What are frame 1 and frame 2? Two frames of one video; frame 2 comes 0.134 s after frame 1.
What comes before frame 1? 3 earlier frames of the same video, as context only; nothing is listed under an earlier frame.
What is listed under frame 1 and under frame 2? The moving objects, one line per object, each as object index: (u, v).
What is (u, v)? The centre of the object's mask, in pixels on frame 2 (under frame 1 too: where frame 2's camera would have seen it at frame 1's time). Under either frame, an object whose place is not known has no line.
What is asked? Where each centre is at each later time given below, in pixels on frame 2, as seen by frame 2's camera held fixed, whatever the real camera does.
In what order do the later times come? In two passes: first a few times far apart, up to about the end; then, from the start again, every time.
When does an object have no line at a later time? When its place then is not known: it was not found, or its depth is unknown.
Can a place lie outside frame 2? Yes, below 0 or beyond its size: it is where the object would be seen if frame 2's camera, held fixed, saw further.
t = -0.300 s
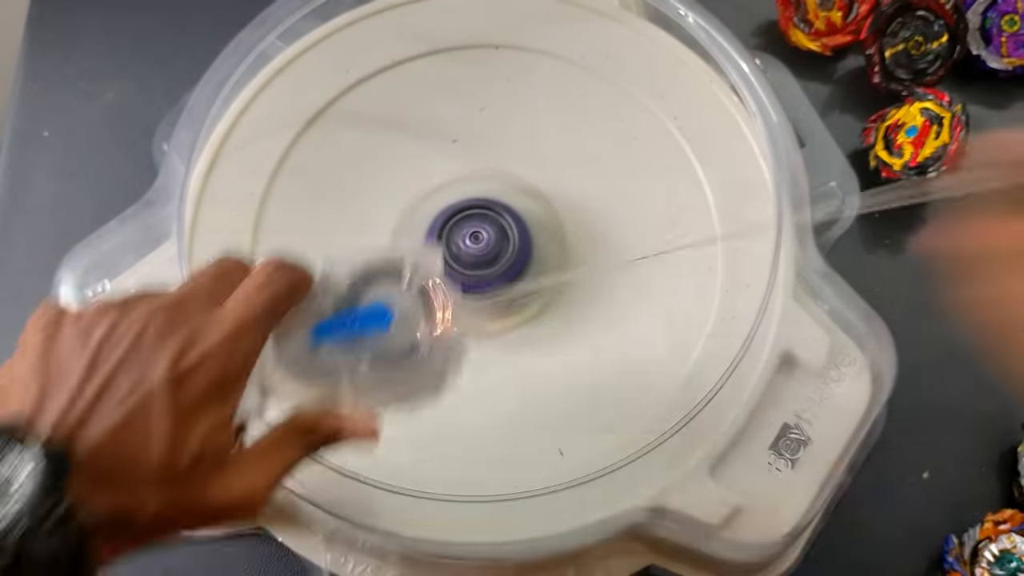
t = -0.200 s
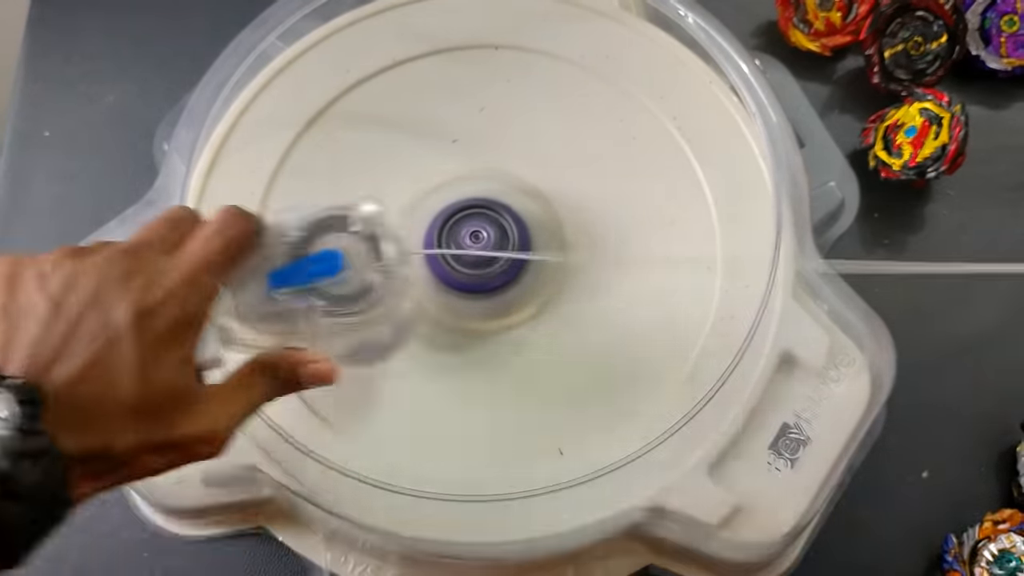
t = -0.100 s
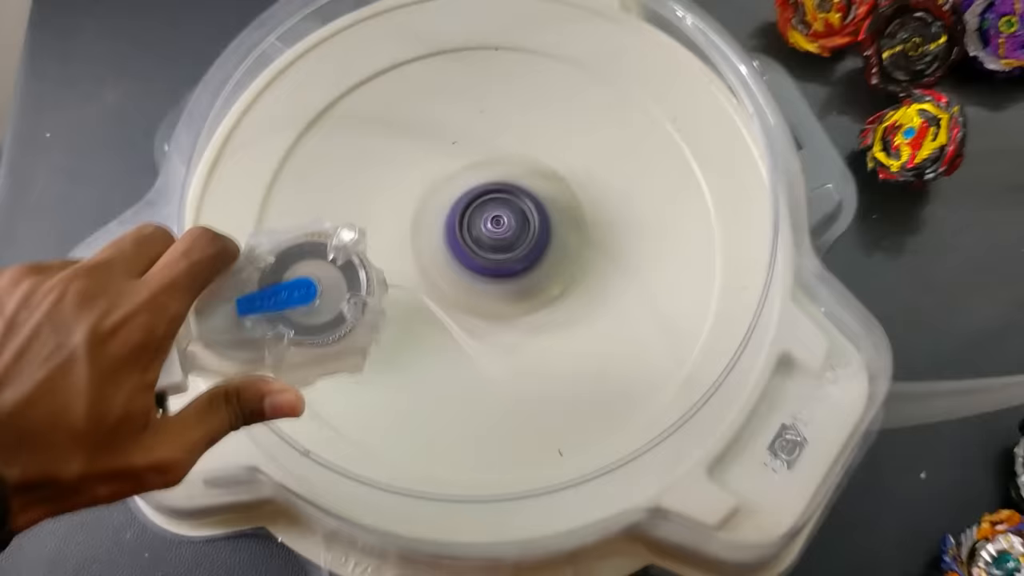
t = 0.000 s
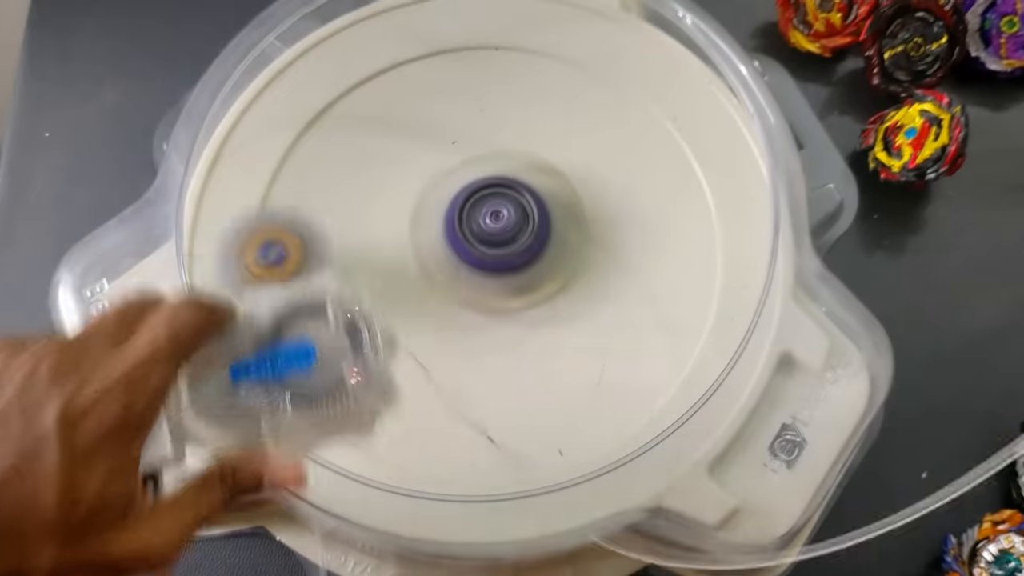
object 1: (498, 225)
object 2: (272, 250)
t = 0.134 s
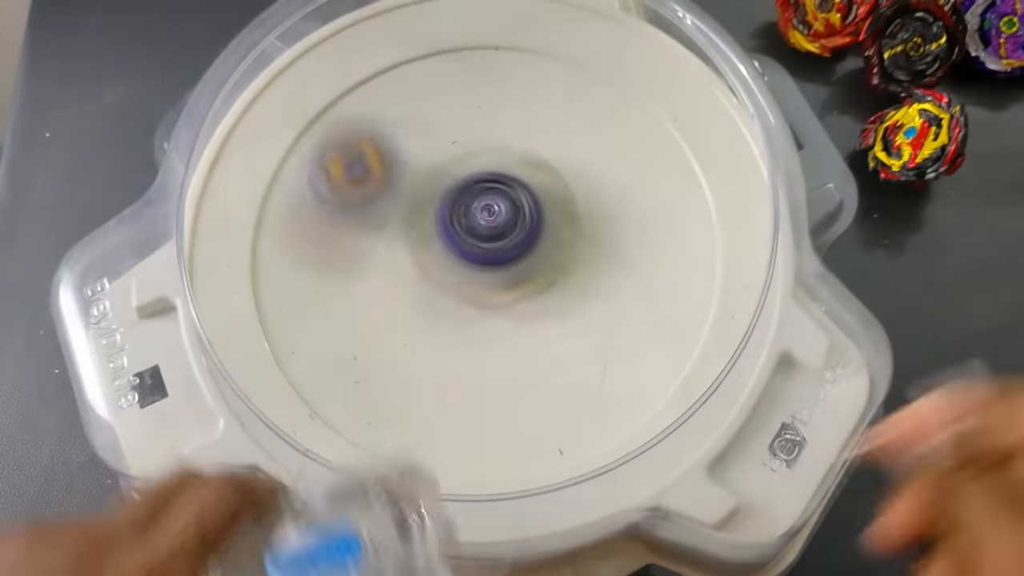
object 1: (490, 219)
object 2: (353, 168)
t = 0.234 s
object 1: (532, 231)
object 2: (322, 77)
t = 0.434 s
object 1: (532, 220)
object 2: (431, 39)
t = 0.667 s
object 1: (533, 240)
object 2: (524, 102)
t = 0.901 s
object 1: (540, 266)
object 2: (508, 120)
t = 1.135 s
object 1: (548, 252)
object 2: (465, 92)
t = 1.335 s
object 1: (537, 236)
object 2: (478, 100)
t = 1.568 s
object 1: (534, 251)
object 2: (427, 92)
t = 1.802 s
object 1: (521, 243)
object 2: (413, 154)
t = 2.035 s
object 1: (512, 248)
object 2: (355, 187)
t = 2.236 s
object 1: (500, 250)
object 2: (359, 215)
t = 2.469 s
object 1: (498, 256)
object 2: (347, 242)
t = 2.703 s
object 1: (526, 252)
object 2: (306, 239)
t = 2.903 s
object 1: (523, 244)
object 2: (373, 261)
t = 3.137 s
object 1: (510, 233)
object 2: (382, 333)
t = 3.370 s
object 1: (493, 224)
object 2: (379, 339)
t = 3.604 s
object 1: (474, 223)
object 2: (378, 330)
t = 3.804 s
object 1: (471, 219)
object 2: (359, 346)
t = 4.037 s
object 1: (476, 216)
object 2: (366, 339)
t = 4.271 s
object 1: (499, 184)
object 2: (333, 413)
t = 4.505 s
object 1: (480, 186)
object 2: (348, 449)
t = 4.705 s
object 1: (467, 199)
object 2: (385, 463)
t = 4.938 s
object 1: (466, 219)
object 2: (467, 378)
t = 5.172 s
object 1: (471, 169)
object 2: (538, 450)
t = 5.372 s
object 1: (461, 195)
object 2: (550, 369)
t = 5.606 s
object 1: (377, 76)
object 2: (809, 416)
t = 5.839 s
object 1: (487, 235)
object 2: (618, 262)
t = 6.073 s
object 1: (391, 194)
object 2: (734, 336)
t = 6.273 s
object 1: (401, 230)
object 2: (635, 298)
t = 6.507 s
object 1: (462, 179)
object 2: (652, 359)
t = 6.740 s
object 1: (474, 123)
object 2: (594, 362)
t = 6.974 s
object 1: (475, 128)
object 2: (485, 320)
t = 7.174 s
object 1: (487, 161)
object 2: (417, 278)
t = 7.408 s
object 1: (560, 226)
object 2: (407, 286)
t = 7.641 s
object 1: (600, 239)
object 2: (455, 254)
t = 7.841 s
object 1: (595, 245)
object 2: (448, 181)
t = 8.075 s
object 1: (540, 282)
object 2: (440, 155)
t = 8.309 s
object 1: (488, 330)
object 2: (461, 191)
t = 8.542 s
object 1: (472, 337)
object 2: (490, 202)
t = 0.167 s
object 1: (508, 223)
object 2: (325, 129)
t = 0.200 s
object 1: (523, 228)
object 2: (312, 93)
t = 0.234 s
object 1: (532, 231)
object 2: (322, 77)
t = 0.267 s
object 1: (538, 232)
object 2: (338, 68)
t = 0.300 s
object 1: (540, 232)
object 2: (352, 53)
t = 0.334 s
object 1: (539, 230)
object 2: (369, 44)
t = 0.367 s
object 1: (538, 227)
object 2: (387, 40)
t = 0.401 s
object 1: (535, 223)
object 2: (408, 37)
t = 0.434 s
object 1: (532, 220)
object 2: (431, 39)
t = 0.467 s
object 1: (528, 217)
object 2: (457, 47)
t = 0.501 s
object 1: (523, 213)
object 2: (485, 64)
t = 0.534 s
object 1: (518, 211)
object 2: (516, 87)
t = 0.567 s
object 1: (523, 220)
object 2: (520, 84)
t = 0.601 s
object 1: (528, 229)
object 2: (521, 85)
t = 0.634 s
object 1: (531, 235)
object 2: (523, 95)
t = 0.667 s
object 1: (533, 240)
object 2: (524, 102)
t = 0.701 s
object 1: (535, 253)
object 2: (523, 95)
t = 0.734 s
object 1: (536, 260)
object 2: (523, 96)
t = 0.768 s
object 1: (536, 264)
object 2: (524, 103)
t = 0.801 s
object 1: (536, 264)
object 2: (524, 116)
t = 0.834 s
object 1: (537, 263)
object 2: (523, 129)
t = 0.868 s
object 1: (539, 267)
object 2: (512, 120)
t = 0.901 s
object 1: (540, 266)
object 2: (508, 120)
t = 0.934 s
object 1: (542, 263)
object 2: (506, 121)
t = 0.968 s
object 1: (543, 259)
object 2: (502, 124)
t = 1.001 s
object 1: (544, 254)
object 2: (498, 128)
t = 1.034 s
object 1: (546, 255)
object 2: (485, 117)
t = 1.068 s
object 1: (548, 256)
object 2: (474, 105)
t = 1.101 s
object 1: (548, 255)
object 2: (467, 97)
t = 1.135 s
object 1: (548, 252)
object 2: (465, 92)
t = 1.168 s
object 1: (547, 249)
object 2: (465, 88)
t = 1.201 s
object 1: (546, 247)
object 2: (466, 87)
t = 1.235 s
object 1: (544, 244)
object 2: (469, 87)
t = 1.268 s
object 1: (542, 241)
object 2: (472, 87)
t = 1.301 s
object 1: (539, 238)
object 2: (476, 91)
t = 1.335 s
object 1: (537, 236)
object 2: (478, 100)
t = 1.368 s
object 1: (534, 234)
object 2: (478, 110)
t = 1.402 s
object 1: (535, 240)
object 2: (465, 103)
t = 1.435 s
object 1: (536, 246)
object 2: (452, 97)
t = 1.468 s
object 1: (536, 250)
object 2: (440, 92)
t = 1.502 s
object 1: (536, 251)
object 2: (434, 90)
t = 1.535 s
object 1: (535, 251)
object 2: (430, 91)
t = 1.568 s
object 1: (534, 251)
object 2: (427, 92)
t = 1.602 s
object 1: (532, 250)
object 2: (426, 94)
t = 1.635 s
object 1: (530, 249)
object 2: (426, 99)
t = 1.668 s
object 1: (528, 248)
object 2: (424, 107)
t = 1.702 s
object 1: (526, 246)
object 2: (424, 117)
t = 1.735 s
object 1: (524, 245)
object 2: (423, 128)
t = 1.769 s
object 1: (522, 244)
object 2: (419, 141)
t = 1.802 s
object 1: (521, 243)
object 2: (413, 154)
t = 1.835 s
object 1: (522, 244)
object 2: (399, 159)
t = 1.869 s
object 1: (521, 246)
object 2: (386, 164)
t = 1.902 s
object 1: (520, 246)
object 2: (376, 170)
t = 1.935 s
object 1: (519, 248)
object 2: (368, 174)
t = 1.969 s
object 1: (516, 249)
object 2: (361, 178)
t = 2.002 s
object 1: (514, 248)
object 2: (358, 184)
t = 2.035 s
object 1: (512, 248)
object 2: (355, 187)
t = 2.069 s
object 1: (510, 248)
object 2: (355, 190)
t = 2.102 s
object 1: (508, 248)
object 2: (354, 195)
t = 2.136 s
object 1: (506, 249)
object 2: (353, 200)
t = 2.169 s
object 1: (503, 249)
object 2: (355, 205)
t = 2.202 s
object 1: (501, 249)
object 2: (357, 210)
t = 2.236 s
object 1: (500, 250)
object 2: (359, 215)
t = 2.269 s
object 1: (499, 250)
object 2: (358, 220)
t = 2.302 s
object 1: (501, 251)
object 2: (350, 226)
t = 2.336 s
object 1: (502, 252)
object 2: (346, 231)
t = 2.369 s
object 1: (501, 253)
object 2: (343, 234)
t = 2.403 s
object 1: (500, 254)
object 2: (342, 237)
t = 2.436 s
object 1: (499, 255)
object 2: (343, 239)
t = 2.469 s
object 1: (498, 256)
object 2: (347, 242)
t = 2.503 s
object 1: (496, 256)
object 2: (353, 246)
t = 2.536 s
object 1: (505, 256)
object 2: (337, 248)
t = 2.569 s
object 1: (517, 256)
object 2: (312, 248)
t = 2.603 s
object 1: (524, 255)
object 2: (301, 247)
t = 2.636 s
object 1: (526, 255)
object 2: (297, 245)
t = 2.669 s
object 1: (527, 254)
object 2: (300, 242)
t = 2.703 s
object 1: (526, 252)
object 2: (306, 239)
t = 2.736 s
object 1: (525, 252)
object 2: (319, 239)
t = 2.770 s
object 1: (523, 251)
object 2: (334, 239)
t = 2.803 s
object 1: (521, 250)
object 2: (349, 242)
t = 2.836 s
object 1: (519, 249)
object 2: (366, 246)
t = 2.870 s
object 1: (520, 247)
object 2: (372, 252)
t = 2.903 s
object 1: (523, 244)
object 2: (373, 261)
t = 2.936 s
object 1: (523, 242)
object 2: (375, 273)
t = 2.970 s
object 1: (522, 240)
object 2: (381, 286)
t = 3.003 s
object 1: (521, 239)
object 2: (383, 297)
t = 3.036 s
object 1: (519, 237)
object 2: (385, 309)
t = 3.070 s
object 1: (516, 235)
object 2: (385, 320)
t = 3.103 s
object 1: (513, 234)
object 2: (384, 328)
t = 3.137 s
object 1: (510, 233)
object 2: (382, 333)
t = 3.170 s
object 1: (506, 232)
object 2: (380, 337)
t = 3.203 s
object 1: (502, 230)
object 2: (379, 337)
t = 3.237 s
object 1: (499, 231)
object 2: (381, 335)
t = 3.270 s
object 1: (495, 230)
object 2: (384, 330)
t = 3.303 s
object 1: (494, 229)
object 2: (387, 327)
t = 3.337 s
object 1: (494, 224)
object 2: (383, 335)
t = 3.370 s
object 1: (493, 224)
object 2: (379, 339)
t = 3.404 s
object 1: (490, 223)
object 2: (376, 339)
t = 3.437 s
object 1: (486, 223)
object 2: (376, 339)
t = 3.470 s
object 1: (483, 224)
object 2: (377, 336)
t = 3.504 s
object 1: (480, 224)
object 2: (381, 331)
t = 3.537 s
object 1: (478, 224)
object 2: (381, 329)
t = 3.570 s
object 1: (477, 223)
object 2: (379, 330)
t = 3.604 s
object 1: (474, 223)
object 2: (378, 330)
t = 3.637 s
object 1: (473, 223)
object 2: (378, 330)
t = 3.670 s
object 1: (470, 223)
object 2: (378, 330)
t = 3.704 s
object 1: (472, 220)
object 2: (370, 338)
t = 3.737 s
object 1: (473, 218)
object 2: (363, 345)
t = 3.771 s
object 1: (472, 218)
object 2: (360, 348)
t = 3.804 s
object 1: (471, 219)
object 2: (359, 346)
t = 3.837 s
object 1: (469, 219)
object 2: (361, 341)
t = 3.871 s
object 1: (468, 221)
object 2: (367, 336)
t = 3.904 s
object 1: (467, 222)
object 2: (374, 329)
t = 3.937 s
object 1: (470, 218)
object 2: (369, 336)
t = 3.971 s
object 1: (474, 216)
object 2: (363, 341)
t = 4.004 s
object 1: (475, 216)
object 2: (363, 342)
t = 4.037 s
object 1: (476, 216)
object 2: (366, 339)
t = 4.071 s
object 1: (475, 217)
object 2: (371, 334)
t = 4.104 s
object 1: (475, 218)
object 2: (376, 330)
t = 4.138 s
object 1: (476, 219)
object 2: (383, 327)
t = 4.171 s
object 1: (484, 209)
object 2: (369, 353)
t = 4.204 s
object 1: (492, 196)
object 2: (352, 388)
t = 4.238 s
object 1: (497, 189)
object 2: (333, 408)
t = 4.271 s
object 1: (499, 184)
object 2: (333, 413)
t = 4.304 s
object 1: (498, 183)
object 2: (334, 419)
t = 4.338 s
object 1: (496, 182)
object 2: (334, 424)
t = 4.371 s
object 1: (493, 182)
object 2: (337, 430)
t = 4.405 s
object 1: (490, 183)
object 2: (337, 433)
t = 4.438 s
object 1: (486, 183)
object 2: (341, 438)
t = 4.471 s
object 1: (483, 184)
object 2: (343, 443)
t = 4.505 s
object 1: (480, 186)
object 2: (348, 449)
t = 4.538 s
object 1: (477, 187)
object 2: (352, 455)
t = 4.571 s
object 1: (475, 189)
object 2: (355, 459)
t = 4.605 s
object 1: (472, 191)
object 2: (360, 462)
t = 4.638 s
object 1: (470, 194)
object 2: (364, 463)
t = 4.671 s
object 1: (469, 196)
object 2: (372, 465)
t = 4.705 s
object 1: (467, 199)
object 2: (385, 463)
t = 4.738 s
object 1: (466, 202)
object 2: (396, 460)
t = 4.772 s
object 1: (466, 205)
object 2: (410, 457)
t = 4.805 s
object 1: (465, 208)
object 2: (424, 447)
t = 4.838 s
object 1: (465, 211)
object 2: (435, 438)
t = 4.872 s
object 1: (465, 214)
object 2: (445, 421)
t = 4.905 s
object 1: (465, 217)
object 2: (454, 399)
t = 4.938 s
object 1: (466, 219)
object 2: (467, 378)
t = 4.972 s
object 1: (466, 221)
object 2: (478, 359)
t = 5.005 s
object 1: (466, 204)
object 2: (495, 386)
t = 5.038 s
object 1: (468, 189)
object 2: (511, 424)
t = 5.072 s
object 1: (470, 178)
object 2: (521, 447)
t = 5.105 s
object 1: (471, 173)
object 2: (528, 452)
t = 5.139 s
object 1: (472, 169)
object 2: (533, 452)
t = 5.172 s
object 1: (471, 169)
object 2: (538, 450)
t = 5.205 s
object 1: (469, 171)
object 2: (542, 444)
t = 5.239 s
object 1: (467, 175)
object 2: (545, 433)
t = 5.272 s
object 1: (465, 180)
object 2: (546, 422)
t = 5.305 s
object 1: (463, 185)
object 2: (548, 405)
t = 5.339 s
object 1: (462, 190)
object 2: (547, 388)
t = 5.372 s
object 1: (461, 195)
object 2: (550, 369)
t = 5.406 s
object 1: (460, 201)
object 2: (551, 351)
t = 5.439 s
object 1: (460, 205)
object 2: (551, 331)
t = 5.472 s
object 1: (459, 210)
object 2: (554, 317)
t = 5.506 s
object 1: (435, 172)
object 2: (625, 373)
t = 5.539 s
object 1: (409, 130)
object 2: (696, 465)
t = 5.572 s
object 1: (390, 98)
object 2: (773, 469)
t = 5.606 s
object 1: (377, 76)
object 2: (809, 416)
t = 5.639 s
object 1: (381, 83)
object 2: (818, 377)
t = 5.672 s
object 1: (386, 105)
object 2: (788, 353)
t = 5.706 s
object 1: (401, 133)
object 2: (746, 330)
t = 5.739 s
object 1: (419, 165)
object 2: (719, 310)
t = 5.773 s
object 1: (442, 189)
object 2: (677, 298)
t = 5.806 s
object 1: (467, 216)
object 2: (647, 274)
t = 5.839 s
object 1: (487, 235)
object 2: (618, 262)
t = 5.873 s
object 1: (474, 228)
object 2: (663, 282)
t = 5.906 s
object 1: (460, 224)
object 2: (704, 301)
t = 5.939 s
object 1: (447, 224)
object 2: (729, 315)
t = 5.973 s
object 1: (431, 211)
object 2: (742, 331)
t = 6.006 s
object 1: (417, 206)
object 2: (749, 338)
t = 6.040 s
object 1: (403, 196)
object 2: (745, 339)
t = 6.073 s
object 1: (391, 194)
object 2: (734, 336)
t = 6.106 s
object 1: (379, 193)
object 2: (723, 331)
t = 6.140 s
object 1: (373, 197)
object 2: (709, 324)
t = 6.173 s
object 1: (372, 204)
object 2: (696, 321)
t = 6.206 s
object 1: (377, 213)
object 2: (677, 314)
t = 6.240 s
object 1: (387, 223)
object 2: (660, 306)
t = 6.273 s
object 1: (401, 230)
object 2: (635, 298)
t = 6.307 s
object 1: (417, 235)
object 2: (609, 287)
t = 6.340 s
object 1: (433, 237)
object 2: (575, 273)
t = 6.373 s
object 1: (443, 231)
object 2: (565, 270)
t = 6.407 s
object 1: (443, 217)
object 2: (602, 305)
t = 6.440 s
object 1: (446, 205)
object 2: (623, 326)
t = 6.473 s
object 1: (455, 191)
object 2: (642, 344)
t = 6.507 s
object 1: (462, 179)
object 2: (652, 359)
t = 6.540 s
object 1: (467, 166)
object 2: (653, 361)
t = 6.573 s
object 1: (471, 153)
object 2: (652, 364)
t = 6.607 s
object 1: (473, 142)
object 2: (639, 361)
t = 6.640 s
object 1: (474, 133)
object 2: (633, 360)
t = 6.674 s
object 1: (475, 126)
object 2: (617, 362)
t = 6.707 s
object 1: (475, 124)
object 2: (607, 358)
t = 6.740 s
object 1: (474, 123)
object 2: (594, 362)
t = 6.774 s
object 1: (474, 122)
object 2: (582, 361)
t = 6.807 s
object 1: (474, 123)
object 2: (569, 356)
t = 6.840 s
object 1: (474, 122)
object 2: (553, 352)
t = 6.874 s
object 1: (474, 122)
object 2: (536, 342)
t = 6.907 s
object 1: (475, 124)
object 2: (519, 336)
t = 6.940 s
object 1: (475, 127)
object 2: (501, 326)
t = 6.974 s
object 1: (475, 128)
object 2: (485, 320)
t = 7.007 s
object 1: (476, 131)
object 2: (469, 312)
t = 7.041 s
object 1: (477, 134)
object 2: (458, 307)
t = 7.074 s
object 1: (477, 137)
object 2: (444, 294)
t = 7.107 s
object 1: (479, 143)
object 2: (433, 292)
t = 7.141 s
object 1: (483, 152)
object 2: (421, 282)
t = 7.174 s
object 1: (487, 161)
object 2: (417, 278)
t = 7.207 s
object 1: (492, 172)
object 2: (411, 275)
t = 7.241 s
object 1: (501, 182)
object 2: (413, 277)
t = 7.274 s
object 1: (513, 194)
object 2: (410, 279)
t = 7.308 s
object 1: (523, 203)
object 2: (403, 284)
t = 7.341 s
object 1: (536, 211)
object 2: (402, 286)
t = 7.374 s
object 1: (548, 219)
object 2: (403, 283)
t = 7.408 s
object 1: (560, 226)
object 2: (407, 286)
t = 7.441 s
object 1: (571, 231)
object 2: (416, 286)
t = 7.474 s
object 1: (580, 234)
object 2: (419, 287)
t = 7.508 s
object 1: (588, 237)
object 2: (428, 285)
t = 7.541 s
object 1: (593, 238)
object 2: (431, 277)
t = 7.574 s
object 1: (597, 239)
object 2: (438, 272)
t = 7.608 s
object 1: (600, 240)
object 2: (448, 263)
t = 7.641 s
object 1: (600, 239)
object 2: (455, 254)
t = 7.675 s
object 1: (600, 240)
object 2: (461, 251)
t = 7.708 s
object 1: (600, 240)
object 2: (467, 240)
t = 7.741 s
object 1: (600, 239)
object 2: (464, 224)
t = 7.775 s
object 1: (601, 240)
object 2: (458, 209)
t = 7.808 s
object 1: (598, 242)
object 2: (451, 194)
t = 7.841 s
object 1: (595, 245)
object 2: (448, 181)
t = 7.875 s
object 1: (589, 248)
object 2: (445, 174)
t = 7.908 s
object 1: (584, 251)
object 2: (443, 164)
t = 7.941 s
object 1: (577, 256)
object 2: (442, 158)
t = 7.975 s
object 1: (568, 262)
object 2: (438, 155)
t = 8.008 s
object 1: (558, 267)
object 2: (437, 156)
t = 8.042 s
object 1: (549, 273)
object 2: (438, 154)
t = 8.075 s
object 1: (540, 282)
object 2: (440, 155)
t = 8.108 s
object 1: (530, 290)
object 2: (441, 157)
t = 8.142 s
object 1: (520, 297)
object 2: (442, 161)
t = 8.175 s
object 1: (512, 306)
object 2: (446, 164)
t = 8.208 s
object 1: (505, 312)
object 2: (449, 170)
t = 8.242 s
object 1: (498, 320)
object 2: (451, 176)
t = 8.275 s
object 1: (492, 325)
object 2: (455, 184)
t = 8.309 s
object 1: (488, 330)
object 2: (461, 191)
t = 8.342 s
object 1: (484, 333)
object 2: (465, 202)
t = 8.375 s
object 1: (482, 335)
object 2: (468, 211)
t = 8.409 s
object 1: (480, 337)
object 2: (471, 216)
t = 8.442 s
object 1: (479, 338)
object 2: (474, 219)
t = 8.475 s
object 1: (477, 338)
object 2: (475, 221)
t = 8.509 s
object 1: (476, 336)
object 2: (476, 221)
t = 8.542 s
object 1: (472, 337)
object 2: (490, 202)
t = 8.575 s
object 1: (465, 337)
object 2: (505, 184)
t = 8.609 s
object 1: (458, 335)
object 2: (517, 172)
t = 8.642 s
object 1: (451, 331)
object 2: (525, 167)
